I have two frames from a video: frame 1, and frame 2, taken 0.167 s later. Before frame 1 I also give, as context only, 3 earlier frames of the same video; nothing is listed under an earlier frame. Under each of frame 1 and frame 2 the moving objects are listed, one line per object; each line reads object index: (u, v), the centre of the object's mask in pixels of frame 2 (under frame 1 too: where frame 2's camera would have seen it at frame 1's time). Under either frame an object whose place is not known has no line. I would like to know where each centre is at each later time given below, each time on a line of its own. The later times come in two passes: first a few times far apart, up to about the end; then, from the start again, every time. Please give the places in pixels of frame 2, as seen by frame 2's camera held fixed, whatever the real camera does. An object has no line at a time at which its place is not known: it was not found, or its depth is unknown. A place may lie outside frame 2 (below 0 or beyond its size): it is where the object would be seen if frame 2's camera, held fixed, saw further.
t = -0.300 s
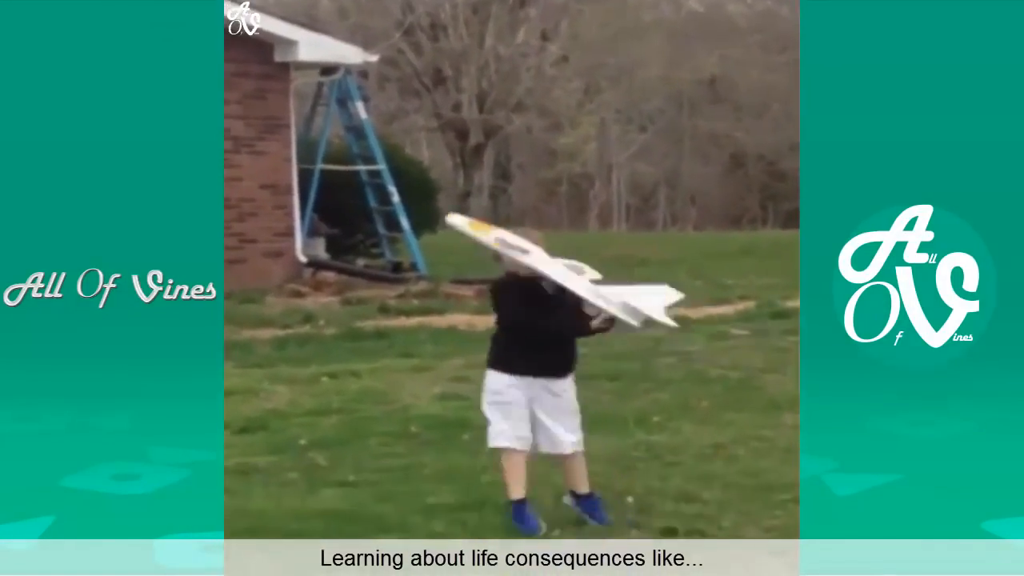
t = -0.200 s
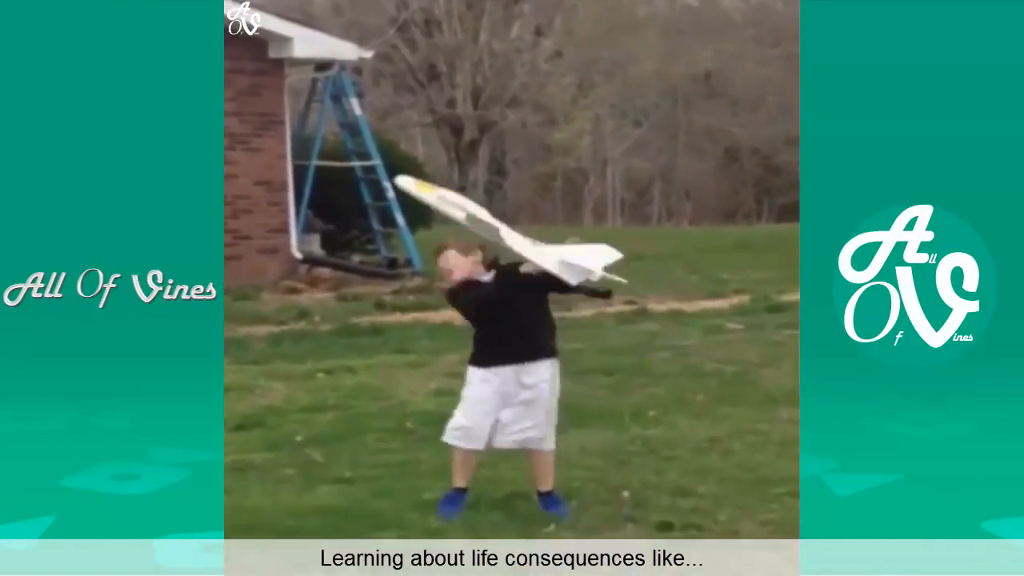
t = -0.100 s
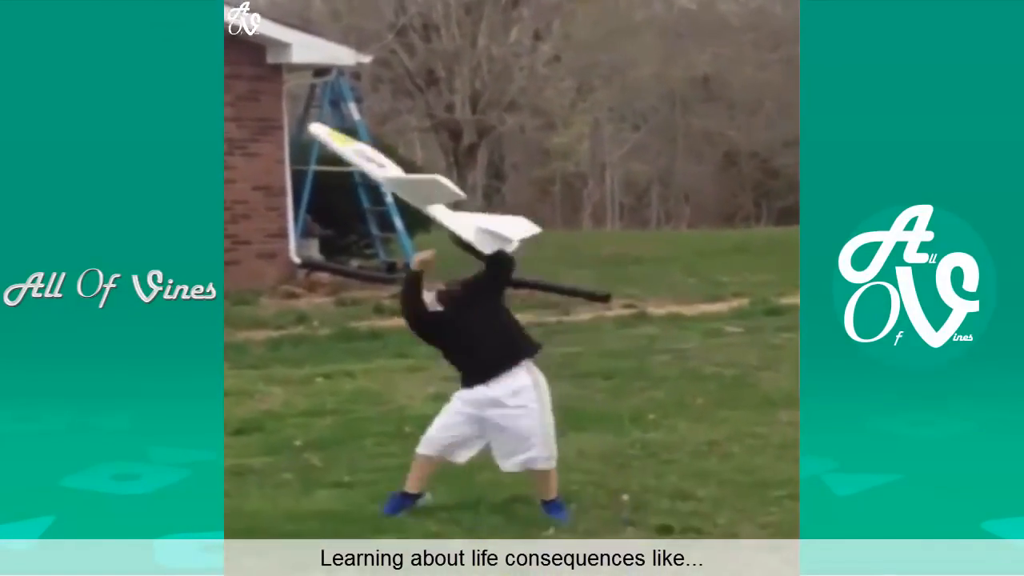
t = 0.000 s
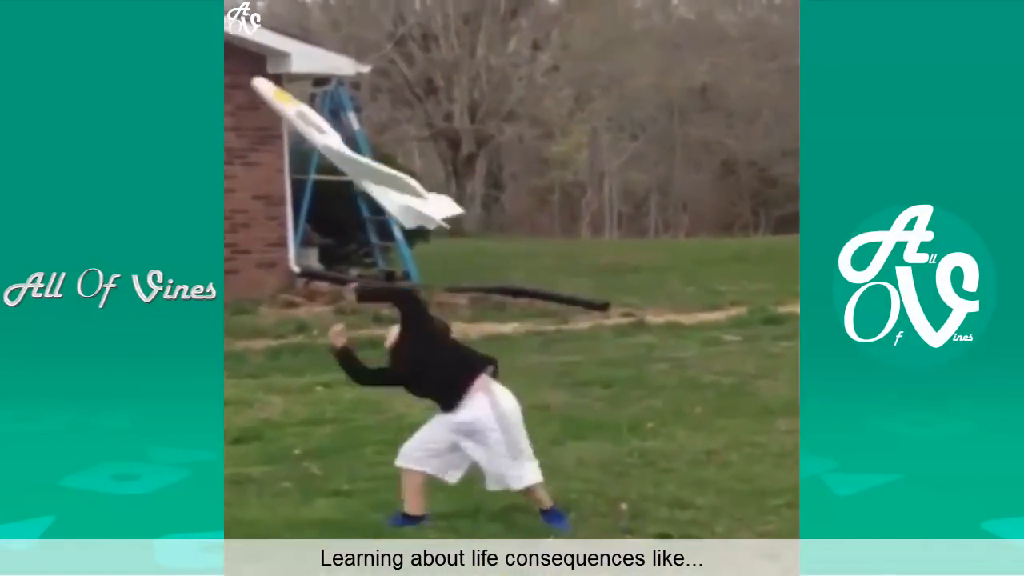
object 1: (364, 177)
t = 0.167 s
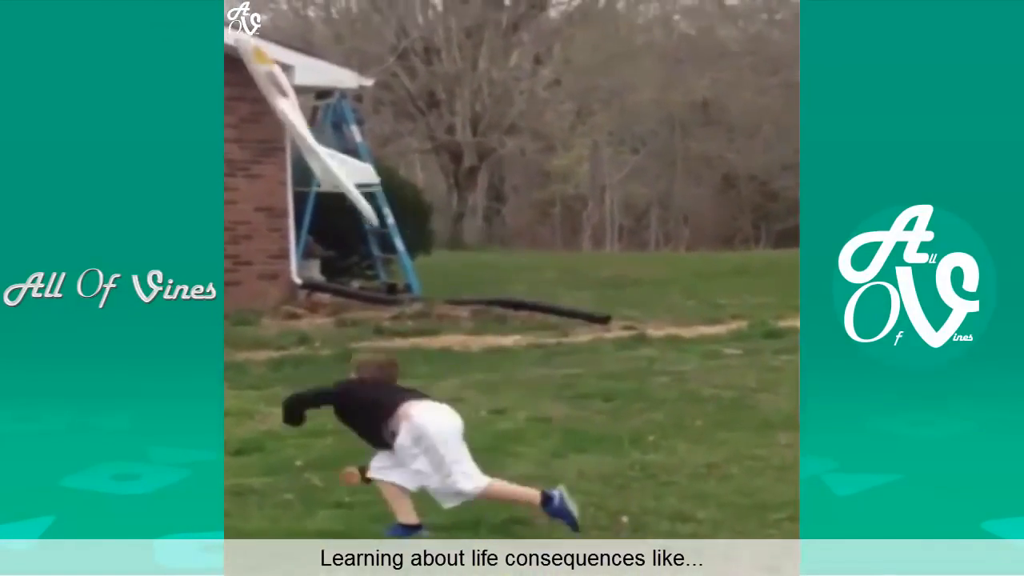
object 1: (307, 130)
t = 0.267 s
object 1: (303, 126)
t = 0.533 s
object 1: (342, 168)
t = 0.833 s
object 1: (383, 351)
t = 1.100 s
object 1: (356, 438)
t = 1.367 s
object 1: (335, 467)
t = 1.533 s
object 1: (301, 481)
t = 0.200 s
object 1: (303, 127)
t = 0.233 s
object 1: (303, 126)
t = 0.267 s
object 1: (303, 126)
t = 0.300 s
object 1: (305, 126)
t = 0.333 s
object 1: (308, 128)
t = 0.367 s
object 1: (312, 130)
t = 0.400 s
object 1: (317, 136)
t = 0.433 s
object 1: (323, 142)
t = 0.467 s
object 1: (329, 149)
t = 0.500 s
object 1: (335, 157)
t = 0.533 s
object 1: (342, 168)
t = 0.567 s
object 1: (348, 180)
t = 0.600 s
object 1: (355, 194)
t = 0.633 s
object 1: (361, 210)
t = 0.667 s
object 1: (367, 231)
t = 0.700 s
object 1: (372, 251)
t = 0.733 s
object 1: (376, 275)
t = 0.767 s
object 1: (379, 297)
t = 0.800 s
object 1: (381, 324)
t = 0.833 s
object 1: (383, 351)
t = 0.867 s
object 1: (382, 381)
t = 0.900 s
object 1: (381, 412)
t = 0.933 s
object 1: (377, 434)
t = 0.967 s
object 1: (371, 435)
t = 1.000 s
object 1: (366, 436)
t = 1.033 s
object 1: (361, 437)
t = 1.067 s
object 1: (358, 438)
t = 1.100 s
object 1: (356, 438)
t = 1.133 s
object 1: (354, 440)
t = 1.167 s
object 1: (353, 444)
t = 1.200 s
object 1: (352, 450)
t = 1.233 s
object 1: (350, 456)
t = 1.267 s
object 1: (347, 461)
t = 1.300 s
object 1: (345, 465)
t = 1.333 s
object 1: (341, 467)
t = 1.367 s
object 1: (335, 467)
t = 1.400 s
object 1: (328, 468)
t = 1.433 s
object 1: (323, 471)
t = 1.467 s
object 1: (315, 476)
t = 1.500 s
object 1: (308, 480)
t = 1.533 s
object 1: (301, 481)
